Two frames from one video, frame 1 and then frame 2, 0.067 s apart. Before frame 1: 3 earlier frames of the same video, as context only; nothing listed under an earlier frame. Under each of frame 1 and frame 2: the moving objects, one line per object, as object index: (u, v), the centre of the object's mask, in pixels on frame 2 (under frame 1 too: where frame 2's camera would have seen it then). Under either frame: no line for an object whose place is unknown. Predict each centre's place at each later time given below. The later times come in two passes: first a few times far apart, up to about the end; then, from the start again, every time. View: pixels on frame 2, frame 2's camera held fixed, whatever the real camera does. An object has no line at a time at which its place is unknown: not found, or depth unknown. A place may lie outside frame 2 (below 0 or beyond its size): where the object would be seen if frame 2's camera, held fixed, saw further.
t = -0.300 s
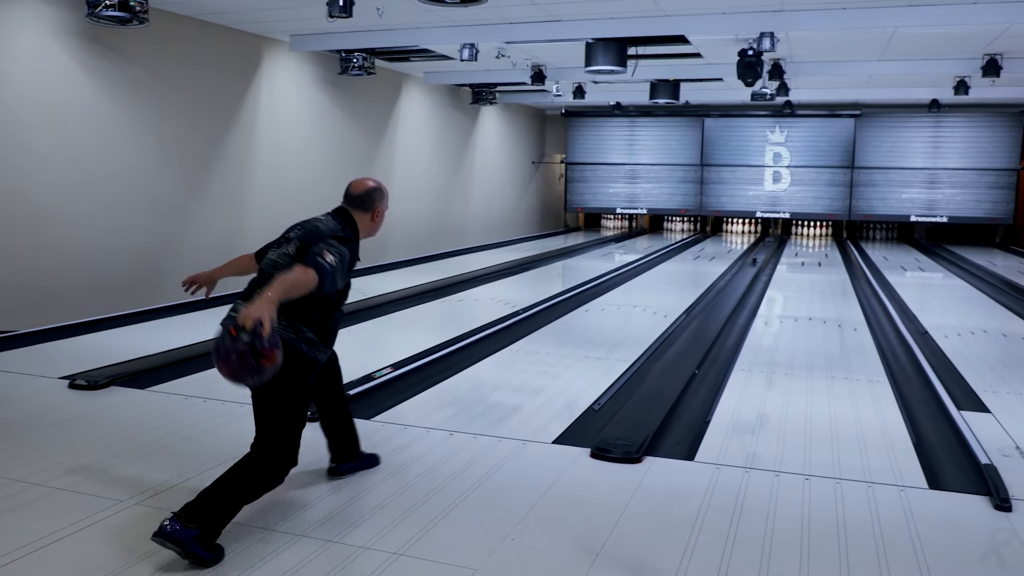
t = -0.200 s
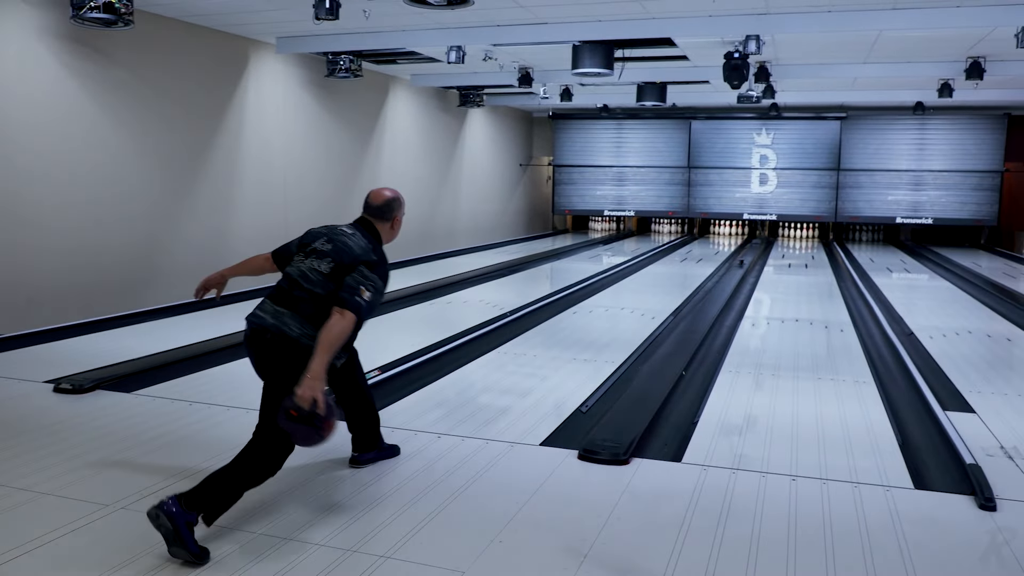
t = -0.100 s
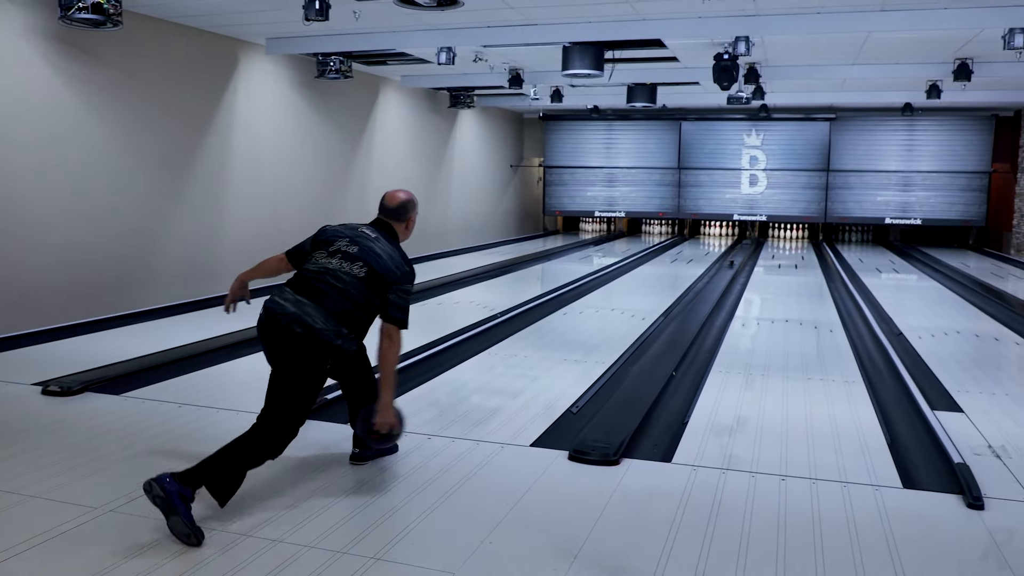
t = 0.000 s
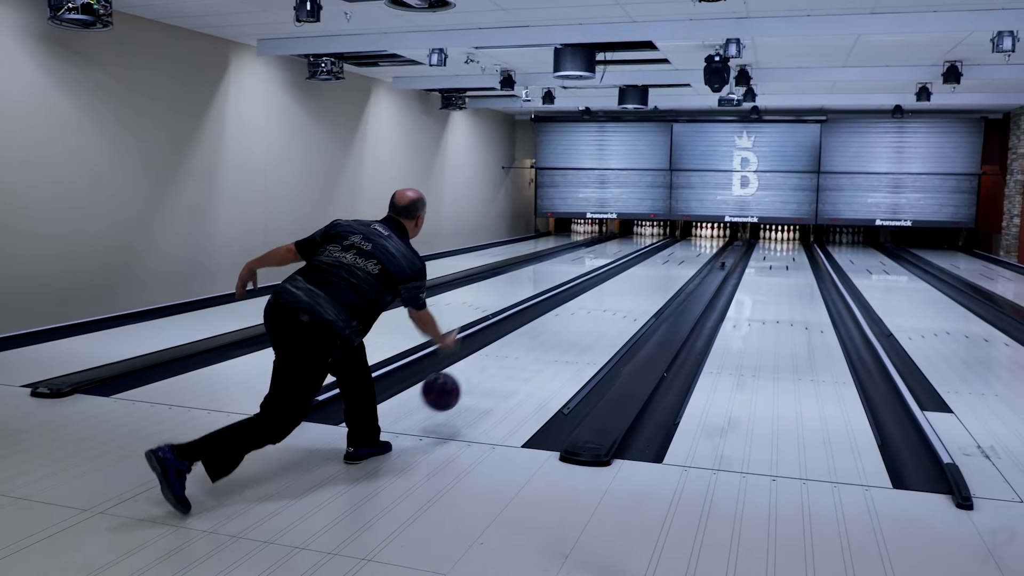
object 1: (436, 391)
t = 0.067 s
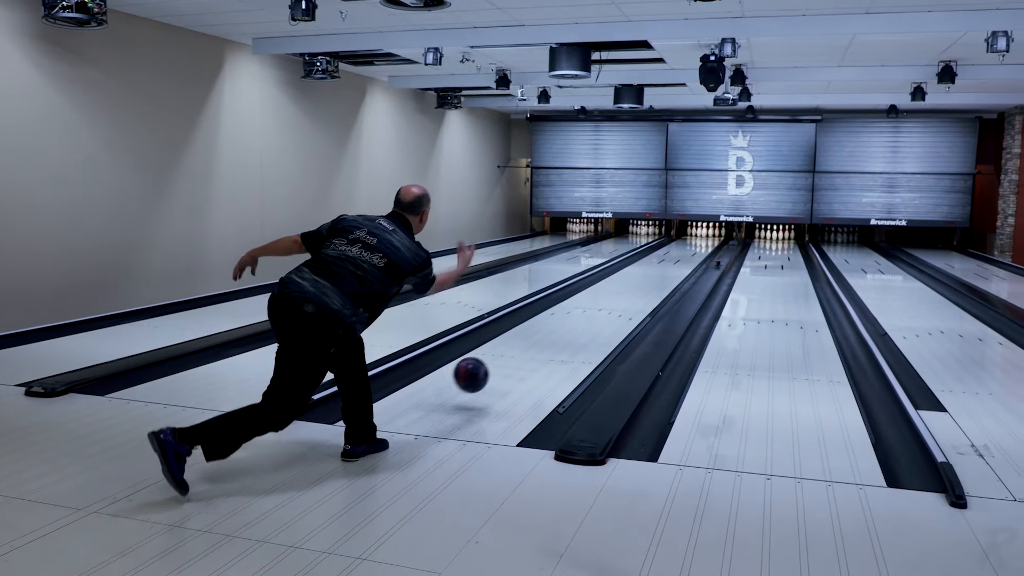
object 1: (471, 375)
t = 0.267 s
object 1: (543, 346)
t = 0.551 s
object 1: (604, 307)
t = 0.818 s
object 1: (639, 286)
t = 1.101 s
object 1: (663, 270)
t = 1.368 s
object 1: (678, 259)
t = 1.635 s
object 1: (690, 251)
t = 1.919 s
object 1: (697, 244)
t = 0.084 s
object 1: (479, 372)
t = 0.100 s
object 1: (486, 370)
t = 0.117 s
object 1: (493, 369)
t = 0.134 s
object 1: (500, 368)
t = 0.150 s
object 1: (506, 368)
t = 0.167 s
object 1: (512, 366)
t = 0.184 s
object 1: (518, 361)
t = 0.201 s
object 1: (523, 357)
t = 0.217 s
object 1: (528, 354)
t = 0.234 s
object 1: (534, 351)
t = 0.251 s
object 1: (539, 348)
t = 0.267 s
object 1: (543, 346)
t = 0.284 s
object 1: (548, 343)
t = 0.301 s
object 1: (552, 340)
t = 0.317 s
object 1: (557, 337)
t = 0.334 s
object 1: (561, 335)
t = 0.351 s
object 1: (565, 332)
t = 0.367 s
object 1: (569, 329)
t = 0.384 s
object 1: (573, 327)
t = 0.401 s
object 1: (576, 325)
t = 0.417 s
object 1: (580, 322)
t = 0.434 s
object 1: (583, 320)
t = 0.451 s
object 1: (586, 318)
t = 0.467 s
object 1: (590, 316)
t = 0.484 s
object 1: (593, 314)
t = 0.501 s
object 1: (596, 313)
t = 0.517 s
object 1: (599, 311)
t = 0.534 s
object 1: (602, 309)
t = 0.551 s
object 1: (604, 307)
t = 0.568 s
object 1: (607, 305)
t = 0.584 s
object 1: (610, 304)
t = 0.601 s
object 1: (612, 302)
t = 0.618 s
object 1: (614, 301)
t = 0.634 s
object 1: (616, 300)
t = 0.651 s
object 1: (619, 298)
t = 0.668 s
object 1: (621, 297)
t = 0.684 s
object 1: (623, 295)
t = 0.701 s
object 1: (625, 294)
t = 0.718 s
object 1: (627, 293)
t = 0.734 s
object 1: (629, 291)
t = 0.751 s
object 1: (631, 290)
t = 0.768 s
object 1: (633, 289)
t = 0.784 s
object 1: (635, 288)
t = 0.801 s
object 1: (637, 287)
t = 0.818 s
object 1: (639, 286)
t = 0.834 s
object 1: (640, 285)
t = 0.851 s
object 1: (642, 284)
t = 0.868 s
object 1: (643, 283)
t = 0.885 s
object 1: (645, 282)
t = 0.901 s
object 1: (647, 281)
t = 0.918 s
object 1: (648, 280)
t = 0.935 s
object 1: (650, 279)
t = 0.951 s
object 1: (651, 278)
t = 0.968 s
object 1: (652, 277)
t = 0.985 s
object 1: (654, 276)
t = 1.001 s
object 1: (655, 275)
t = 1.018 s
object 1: (656, 274)
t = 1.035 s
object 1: (658, 274)
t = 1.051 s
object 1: (659, 273)
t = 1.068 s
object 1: (660, 272)
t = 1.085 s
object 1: (661, 271)
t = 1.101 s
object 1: (663, 270)
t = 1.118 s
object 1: (664, 269)
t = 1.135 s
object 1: (665, 269)
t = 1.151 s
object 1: (666, 268)
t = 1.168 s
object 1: (667, 267)
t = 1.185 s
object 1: (668, 267)
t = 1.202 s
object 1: (669, 266)
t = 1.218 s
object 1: (670, 265)
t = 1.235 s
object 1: (671, 264)
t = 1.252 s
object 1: (672, 264)
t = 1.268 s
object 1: (673, 263)
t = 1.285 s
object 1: (674, 263)
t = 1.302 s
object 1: (675, 262)
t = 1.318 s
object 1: (676, 261)
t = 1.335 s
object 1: (677, 260)
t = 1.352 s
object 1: (677, 259)
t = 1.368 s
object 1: (678, 259)
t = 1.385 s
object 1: (679, 258)
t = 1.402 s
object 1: (680, 258)
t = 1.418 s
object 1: (681, 257)
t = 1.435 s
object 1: (682, 257)
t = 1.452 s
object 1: (682, 256)
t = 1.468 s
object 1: (683, 256)
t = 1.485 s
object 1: (684, 255)
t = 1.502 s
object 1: (685, 255)
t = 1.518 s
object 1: (685, 254)
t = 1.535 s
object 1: (686, 254)
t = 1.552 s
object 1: (686, 253)
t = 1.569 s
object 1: (687, 253)
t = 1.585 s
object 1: (688, 252)
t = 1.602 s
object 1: (688, 251)
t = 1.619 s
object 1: (689, 251)
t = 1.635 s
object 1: (690, 251)
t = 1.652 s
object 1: (690, 250)
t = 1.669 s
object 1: (691, 250)
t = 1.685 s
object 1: (691, 249)
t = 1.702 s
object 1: (692, 249)
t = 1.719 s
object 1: (692, 248)
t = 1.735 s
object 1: (693, 248)
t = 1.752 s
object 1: (693, 247)
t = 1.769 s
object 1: (694, 247)
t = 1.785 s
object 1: (694, 247)
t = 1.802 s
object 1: (695, 246)
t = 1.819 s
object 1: (695, 246)
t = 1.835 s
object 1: (696, 245)
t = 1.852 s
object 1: (696, 245)
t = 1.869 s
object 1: (696, 245)
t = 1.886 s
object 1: (697, 245)
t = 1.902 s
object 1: (697, 244)
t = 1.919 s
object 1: (697, 244)
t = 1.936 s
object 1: (698, 244)
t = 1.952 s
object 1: (698, 243)
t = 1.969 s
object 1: (698, 243)
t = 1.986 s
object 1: (698, 243)
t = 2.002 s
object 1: (699, 243)
